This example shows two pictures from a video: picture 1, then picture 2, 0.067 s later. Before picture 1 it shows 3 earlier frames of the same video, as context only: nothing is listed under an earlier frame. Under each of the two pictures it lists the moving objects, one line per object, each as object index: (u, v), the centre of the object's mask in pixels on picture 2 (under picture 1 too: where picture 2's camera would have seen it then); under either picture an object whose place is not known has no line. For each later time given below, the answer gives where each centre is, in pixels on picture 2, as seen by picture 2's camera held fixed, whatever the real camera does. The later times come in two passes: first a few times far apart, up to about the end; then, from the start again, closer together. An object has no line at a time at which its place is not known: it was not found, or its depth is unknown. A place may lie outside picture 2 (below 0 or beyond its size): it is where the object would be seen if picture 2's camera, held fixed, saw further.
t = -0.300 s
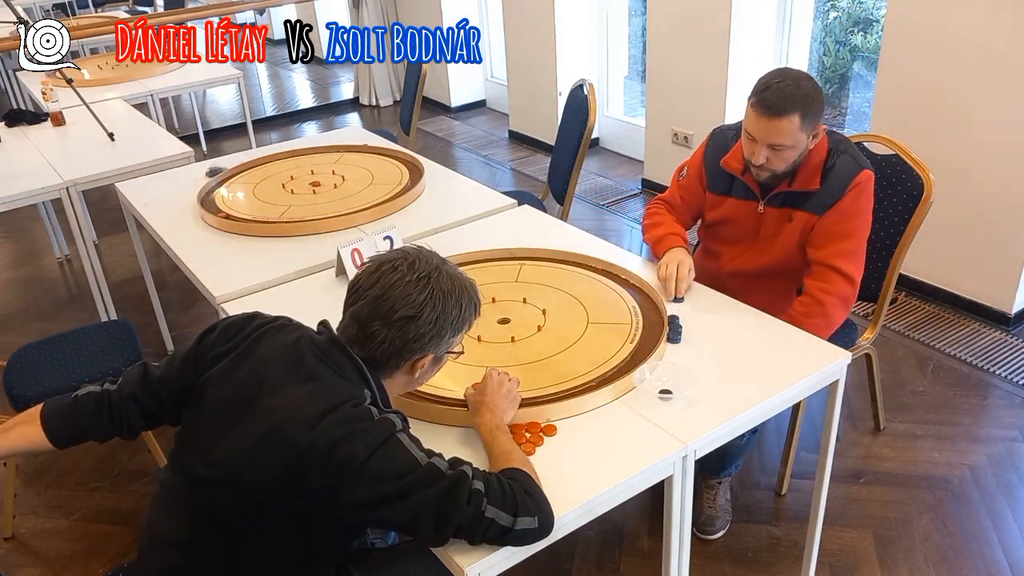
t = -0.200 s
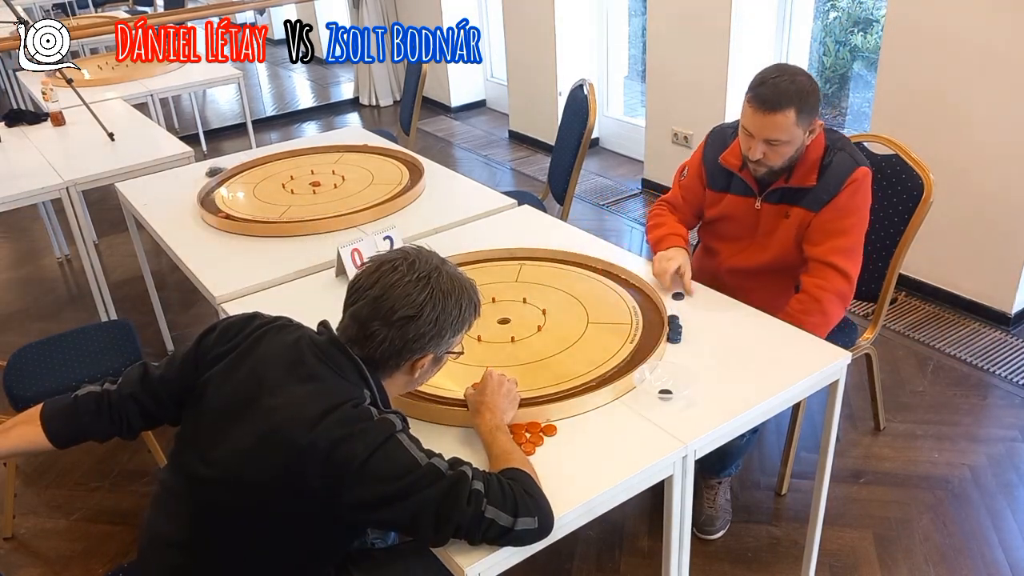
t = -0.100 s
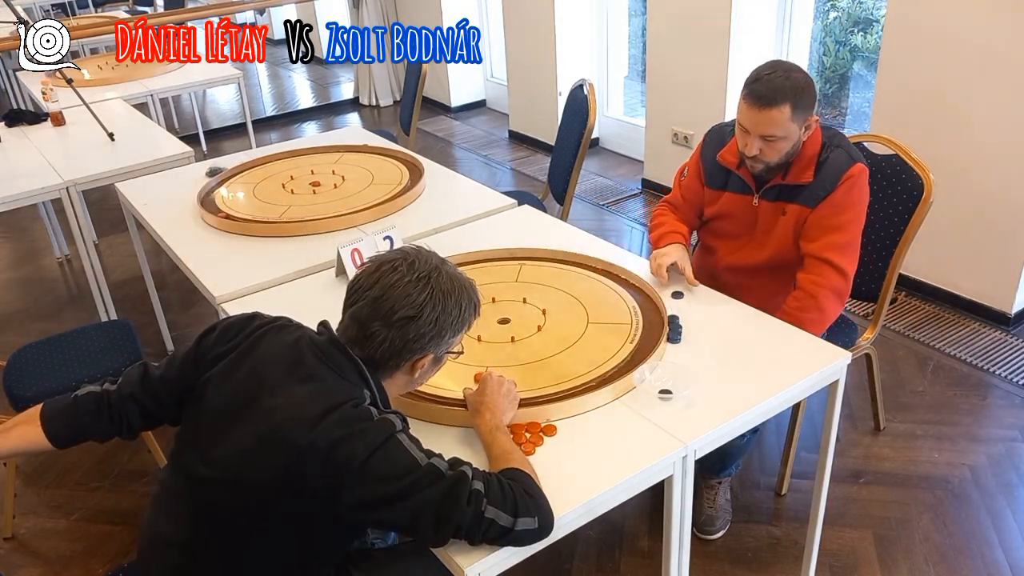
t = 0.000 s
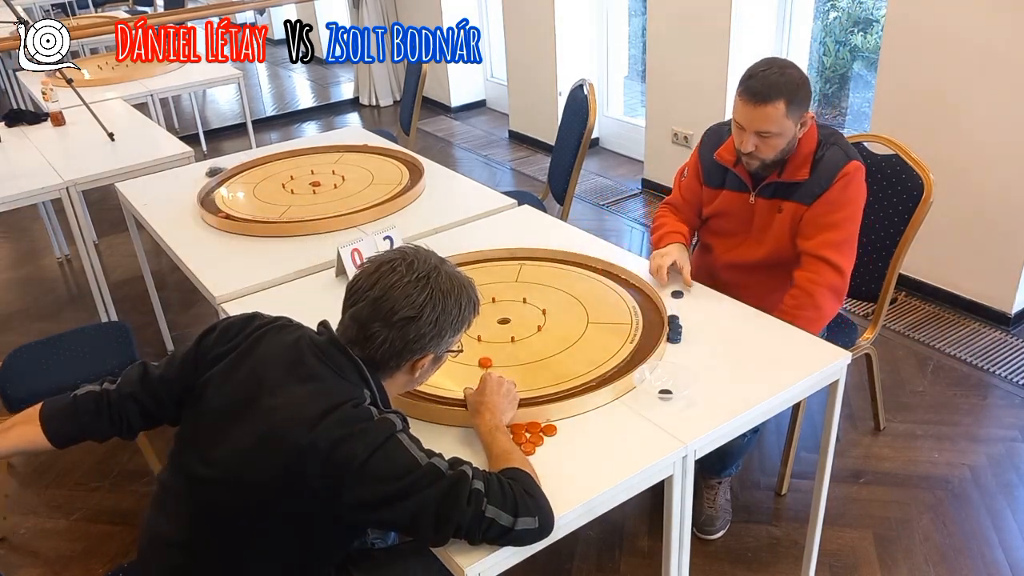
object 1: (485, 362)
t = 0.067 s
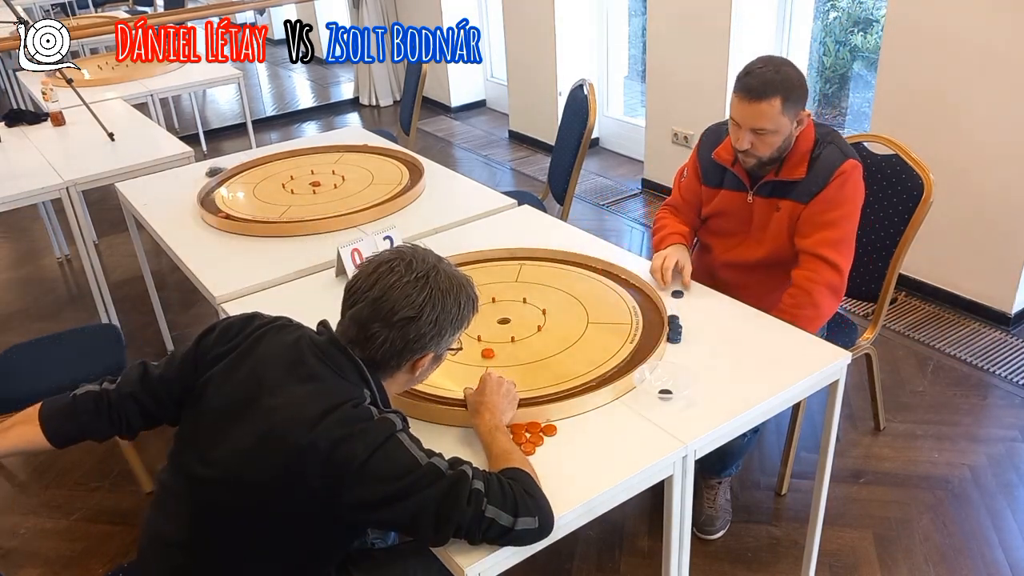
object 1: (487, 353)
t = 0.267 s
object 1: (493, 332)
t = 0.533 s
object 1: (499, 319)
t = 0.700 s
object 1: (503, 321)
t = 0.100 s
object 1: (489, 349)
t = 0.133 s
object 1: (490, 345)
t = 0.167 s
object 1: (491, 342)
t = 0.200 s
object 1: (492, 339)
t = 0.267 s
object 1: (493, 332)
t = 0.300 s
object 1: (494, 330)
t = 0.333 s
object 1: (495, 328)
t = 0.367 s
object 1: (496, 325)
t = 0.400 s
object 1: (496, 323)
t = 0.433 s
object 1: (497, 322)
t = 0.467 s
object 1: (498, 320)
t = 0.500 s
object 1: (498, 319)
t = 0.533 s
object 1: (499, 319)
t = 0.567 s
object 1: (500, 318)
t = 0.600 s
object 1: (502, 319)
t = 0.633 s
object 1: (503, 320)
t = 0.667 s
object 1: (503, 320)
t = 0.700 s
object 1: (503, 321)
